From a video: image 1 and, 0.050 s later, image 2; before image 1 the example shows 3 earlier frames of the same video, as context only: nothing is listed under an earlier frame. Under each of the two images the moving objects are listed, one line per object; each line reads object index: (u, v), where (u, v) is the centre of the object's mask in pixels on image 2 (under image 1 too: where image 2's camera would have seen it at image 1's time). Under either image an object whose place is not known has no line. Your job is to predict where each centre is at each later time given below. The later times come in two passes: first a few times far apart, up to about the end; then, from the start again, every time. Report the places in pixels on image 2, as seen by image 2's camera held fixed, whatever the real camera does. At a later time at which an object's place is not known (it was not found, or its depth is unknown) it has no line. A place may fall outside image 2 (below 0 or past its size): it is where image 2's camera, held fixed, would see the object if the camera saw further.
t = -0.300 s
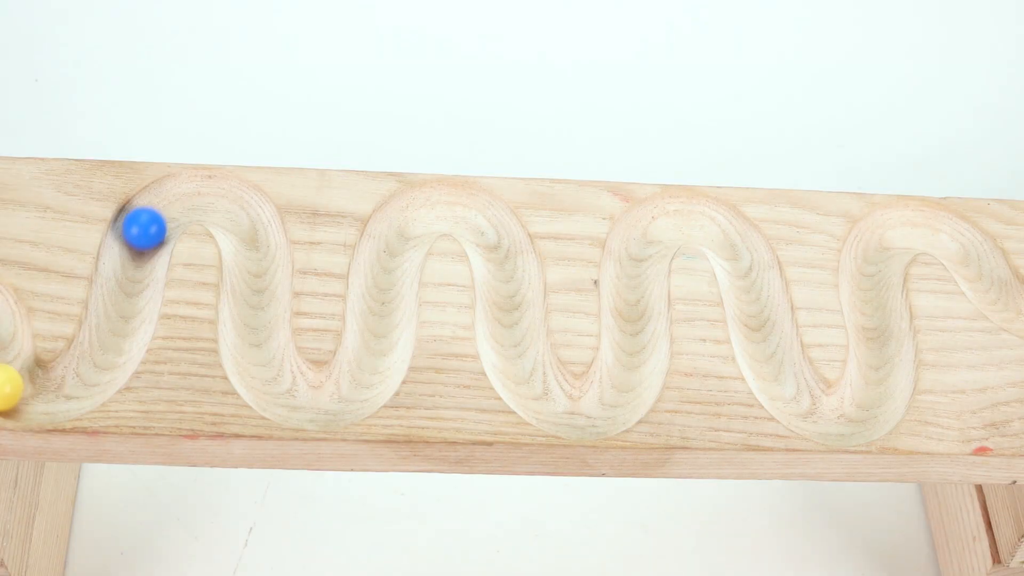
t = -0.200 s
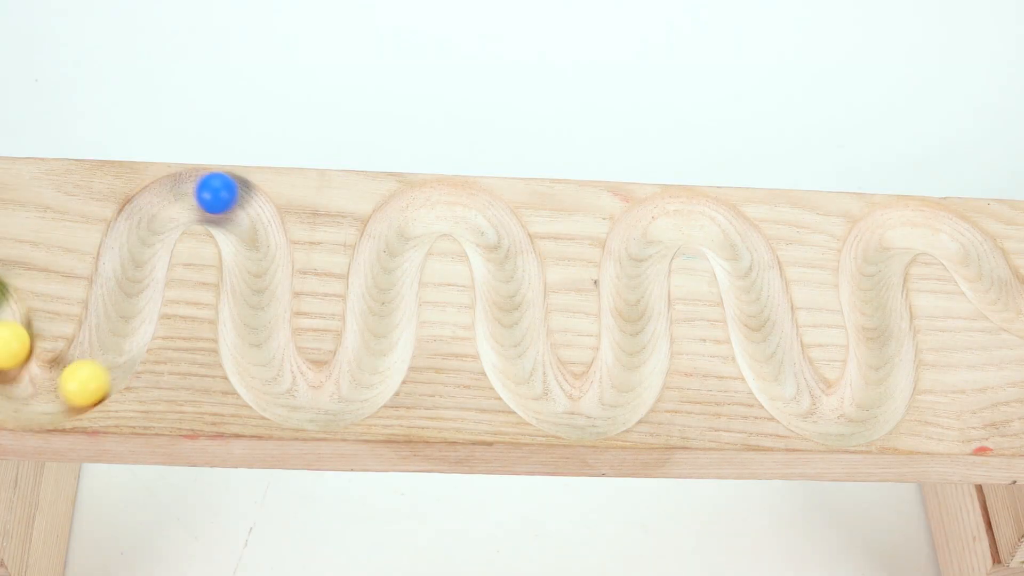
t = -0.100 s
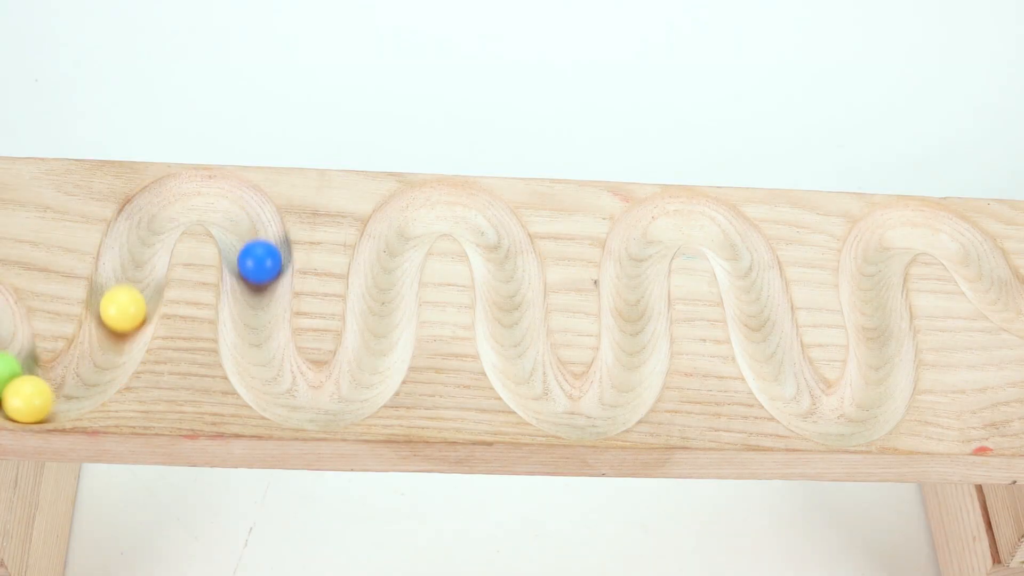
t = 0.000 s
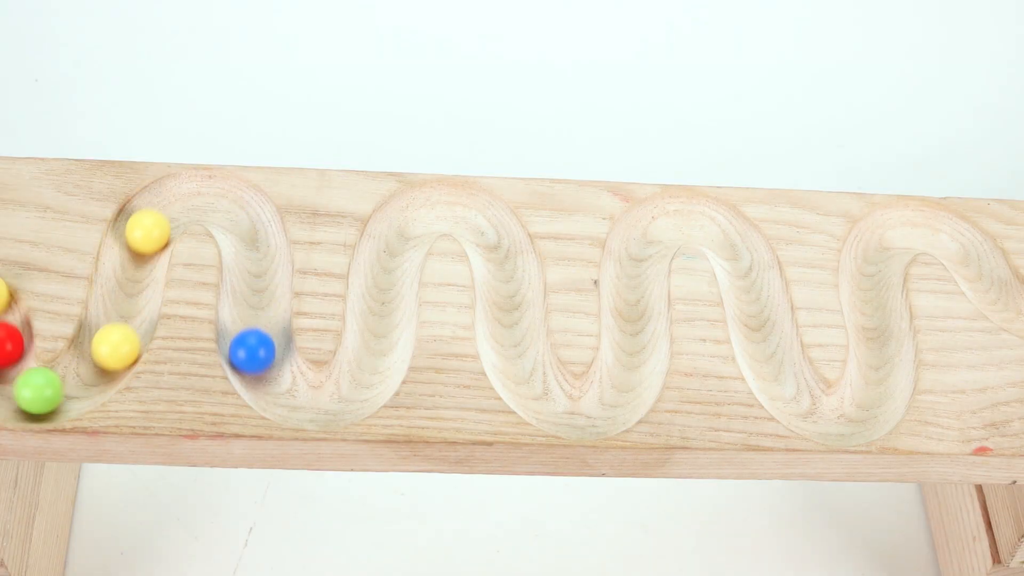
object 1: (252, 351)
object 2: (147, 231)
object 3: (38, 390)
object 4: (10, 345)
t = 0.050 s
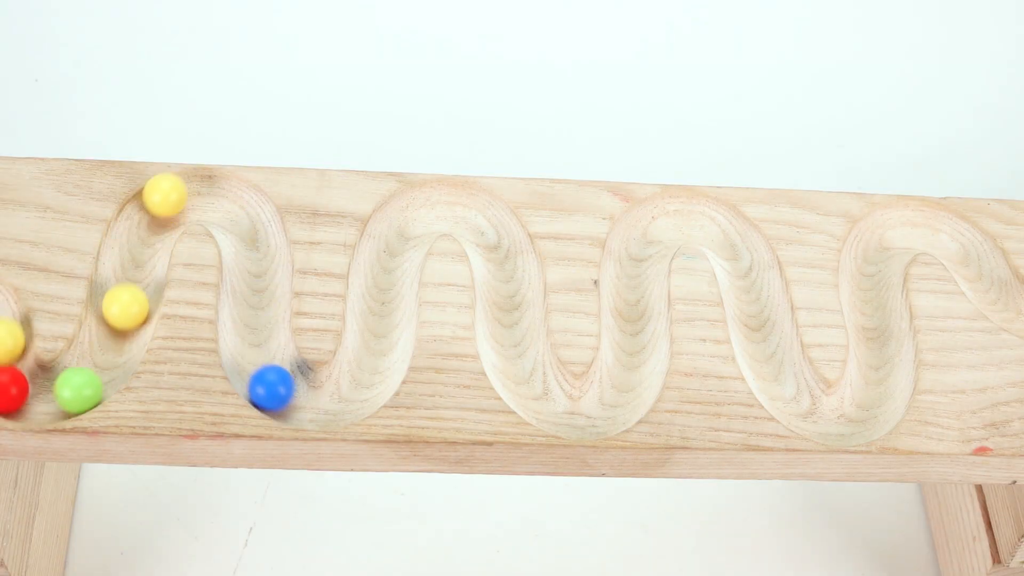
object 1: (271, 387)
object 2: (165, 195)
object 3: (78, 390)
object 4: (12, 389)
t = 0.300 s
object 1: (386, 266)
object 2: (259, 319)
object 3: (135, 227)
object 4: (128, 270)
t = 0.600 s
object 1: (516, 333)
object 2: (381, 312)
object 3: (255, 335)
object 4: (257, 254)
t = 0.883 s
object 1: (638, 318)
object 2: (502, 253)
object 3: (385, 310)
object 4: (360, 391)
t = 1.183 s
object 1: (755, 290)
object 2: (623, 398)
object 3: (502, 269)
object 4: (453, 200)
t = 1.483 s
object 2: (681, 210)
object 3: (630, 385)
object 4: (563, 408)
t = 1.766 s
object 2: (784, 390)
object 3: (682, 213)
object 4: (630, 251)
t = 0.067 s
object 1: (285, 397)
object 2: (175, 190)
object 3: (87, 385)
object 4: (15, 394)
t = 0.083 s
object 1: (301, 403)
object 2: (188, 191)
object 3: (94, 379)
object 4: (22, 397)
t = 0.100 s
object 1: (319, 405)
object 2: (202, 193)
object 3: (100, 372)
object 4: (37, 399)
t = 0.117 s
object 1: (337, 403)
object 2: (218, 196)
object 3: (103, 361)
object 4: (55, 398)
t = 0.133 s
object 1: (352, 398)
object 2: (232, 200)
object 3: (105, 349)
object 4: (72, 390)
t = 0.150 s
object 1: (363, 389)
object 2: (244, 205)
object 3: (109, 336)
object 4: (88, 380)
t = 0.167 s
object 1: (371, 378)
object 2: (252, 213)
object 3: (116, 325)
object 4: (102, 368)
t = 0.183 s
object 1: (377, 365)
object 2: (256, 225)
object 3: (124, 313)
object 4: (114, 355)
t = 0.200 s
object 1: (381, 351)
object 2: (257, 239)
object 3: (131, 301)
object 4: (123, 340)
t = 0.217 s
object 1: (383, 337)
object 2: (256, 252)
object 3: (137, 288)
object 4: (127, 327)
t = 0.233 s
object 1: (383, 322)
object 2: (255, 265)
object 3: (139, 276)
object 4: (128, 315)
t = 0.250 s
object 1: (383, 308)
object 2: (256, 278)
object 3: (139, 265)
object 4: (126, 304)
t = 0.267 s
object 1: (383, 294)
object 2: (258, 292)
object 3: (137, 253)
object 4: (124, 292)
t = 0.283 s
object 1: (384, 280)
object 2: (259, 305)
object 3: (134, 240)
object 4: (125, 280)
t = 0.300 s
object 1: (386, 266)
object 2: (259, 319)
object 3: (135, 227)
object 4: (128, 270)
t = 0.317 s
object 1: (388, 252)
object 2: (258, 333)
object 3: (140, 218)
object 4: (133, 259)
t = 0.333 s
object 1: (392, 240)
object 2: (256, 347)
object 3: (150, 210)
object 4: (139, 248)
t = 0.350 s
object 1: (398, 227)
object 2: (255, 360)
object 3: (164, 204)
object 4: (145, 237)
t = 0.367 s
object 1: (406, 216)
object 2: (258, 371)
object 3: (181, 199)
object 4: (151, 227)
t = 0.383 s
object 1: (417, 207)
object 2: (264, 381)
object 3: (197, 193)
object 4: (155, 219)
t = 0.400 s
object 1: (430, 201)
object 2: (274, 390)
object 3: (214, 189)
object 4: (159, 209)
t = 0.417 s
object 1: (446, 199)
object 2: (288, 398)
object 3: (227, 189)
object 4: (165, 200)
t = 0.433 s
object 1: (463, 200)
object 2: (304, 402)
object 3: (238, 194)
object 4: (174, 194)
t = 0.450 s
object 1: (478, 205)
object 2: (321, 404)
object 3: (247, 206)
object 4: (184, 191)
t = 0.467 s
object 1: (489, 214)
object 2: (338, 402)
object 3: (251, 220)
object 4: (196, 192)
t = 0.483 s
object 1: (496, 227)
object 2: (352, 397)
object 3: (254, 235)
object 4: (209, 193)
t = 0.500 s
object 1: (501, 242)
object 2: (364, 389)
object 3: (255, 249)
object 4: (222, 196)
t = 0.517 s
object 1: (504, 257)
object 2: (372, 378)
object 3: (257, 263)
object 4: (234, 201)
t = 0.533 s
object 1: (506, 272)
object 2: (377, 367)
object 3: (259, 278)
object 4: (244, 208)
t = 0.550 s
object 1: (510, 288)
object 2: (380, 353)
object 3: (261, 291)
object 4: (251, 217)
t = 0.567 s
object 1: (513, 303)
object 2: (381, 340)
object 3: (261, 305)
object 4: (255, 228)
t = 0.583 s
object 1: (516, 318)
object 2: (381, 326)
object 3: (258, 320)
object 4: (257, 241)
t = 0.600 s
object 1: (516, 333)
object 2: (381, 312)
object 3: (255, 335)
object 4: (257, 254)
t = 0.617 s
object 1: (515, 349)
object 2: (382, 298)
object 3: (252, 349)
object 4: (257, 267)
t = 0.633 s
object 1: (514, 364)
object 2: (383, 285)
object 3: (252, 361)
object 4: (258, 280)
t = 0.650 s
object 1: (517, 376)
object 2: (386, 272)
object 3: (257, 372)
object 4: (259, 292)
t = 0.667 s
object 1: (524, 386)
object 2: (389, 259)
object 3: (266, 382)
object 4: (260, 305)
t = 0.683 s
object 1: (535, 396)
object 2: (392, 247)
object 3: (278, 391)
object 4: (259, 317)
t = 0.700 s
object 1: (550, 405)
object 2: (397, 235)
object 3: (294, 398)
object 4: (257, 330)
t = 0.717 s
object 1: (568, 411)
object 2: (402, 224)
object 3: (312, 403)
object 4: (255, 343)
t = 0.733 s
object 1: (587, 415)
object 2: (411, 212)
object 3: (330, 405)
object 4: (253, 356)
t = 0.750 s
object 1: (605, 412)
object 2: (421, 204)
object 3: (345, 401)
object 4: (255, 367)
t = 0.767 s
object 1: (618, 405)
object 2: (433, 200)
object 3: (357, 394)
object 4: (261, 377)
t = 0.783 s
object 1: (627, 397)
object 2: (448, 200)
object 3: (366, 387)
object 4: (270, 385)
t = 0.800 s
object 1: (631, 387)
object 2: (463, 202)
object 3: (371, 377)
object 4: (284, 393)
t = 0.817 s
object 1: (633, 374)
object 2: (478, 207)
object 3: (374, 364)
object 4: (300, 400)
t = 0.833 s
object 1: (634, 360)
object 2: (488, 214)
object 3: (377, 351)
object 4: (317, 404)
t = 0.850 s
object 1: (635, 346)
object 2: (496, 225)
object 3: (380, 337)
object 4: (334, 404)
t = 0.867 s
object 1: (637, 332)
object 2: (500, 239)
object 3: (382, 323)
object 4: (349, 399)
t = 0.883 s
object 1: (638, 318)
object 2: (502, 253)
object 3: (385, 310)
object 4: (360, 391)
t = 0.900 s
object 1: (637, 303)
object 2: (504, 267)
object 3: (387, 297)
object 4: (369, 383)
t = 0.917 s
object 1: (636, 290)
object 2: (508, 281)
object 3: (388, 283)
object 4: (373, 371)
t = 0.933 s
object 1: (634, 276)
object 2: (512, 295)
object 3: (388, 270)
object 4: (377, 358)
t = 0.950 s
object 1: (633, 263)
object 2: (516, 308)
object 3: (388, 257)
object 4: (379, 344)
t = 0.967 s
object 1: (634, 249)
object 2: (516, 321)
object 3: (389, 245)
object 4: (381, 331)
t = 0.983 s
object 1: (637, 238)
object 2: (515, 335)
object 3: (393, 233)
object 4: (383, 317)
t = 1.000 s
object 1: (644, 228)
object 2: (513, 350)
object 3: (399, 222)
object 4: (385, 304)
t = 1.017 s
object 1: (653, 220)
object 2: (512, 363)
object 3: (408, 214)
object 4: (386, 291)
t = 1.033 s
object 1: (665, 215)
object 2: (515, 372)
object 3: (420, 208)
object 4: (387, 278)
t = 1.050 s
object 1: (680, 211)
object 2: (523, 382)
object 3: (434, 203)
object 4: (387, 266)
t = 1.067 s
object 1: (696, 210)
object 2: (533, 393)
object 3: (450, 201)
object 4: (388, 253)
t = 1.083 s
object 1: (710, 213)
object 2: (547, 400)
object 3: (465, 201)
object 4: (391, 241)
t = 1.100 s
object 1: (722, 220)
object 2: (563, 407)
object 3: (479, 205)
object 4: (395, 230)
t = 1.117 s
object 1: (733, 232)
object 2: (580, 413)
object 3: (489, 213)
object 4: (403, 220)
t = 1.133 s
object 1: (741, 246)
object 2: (597, 415)
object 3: (496, 226)
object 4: (413, 212)
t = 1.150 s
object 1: (748, 260)
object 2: (610, 410)
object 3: (499, 240)
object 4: (425, 205)
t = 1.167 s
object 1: (752, 274)
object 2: (619, 404)
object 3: (500, 255)
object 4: (438, 200)
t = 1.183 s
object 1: (755, 290)
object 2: (623, 398)
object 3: (502, 269)
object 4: (453, 200)
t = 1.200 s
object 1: (758, 305)
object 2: (626, 387)
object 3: (506, 283)
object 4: (467, 202)
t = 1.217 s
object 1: (761, 320)
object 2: (629, 374)
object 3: (511, 298)
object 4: (480, 208)
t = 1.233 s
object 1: (764, 336)
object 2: (632, 363)
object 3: (516, 311)
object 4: (490, 217)
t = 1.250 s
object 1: (767, 351)
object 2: (636, 349)
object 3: (518, 325)
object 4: (497, 230)
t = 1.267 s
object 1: (772, 366)
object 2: (638, 337)
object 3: (518, 339)
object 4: (501, 244)
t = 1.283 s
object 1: (778, 381)
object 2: (640, 324)
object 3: (516, 355)
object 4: (504, 259)
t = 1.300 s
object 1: (786, 395)
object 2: (639, 312)
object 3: (514, 368)
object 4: (508, 273)
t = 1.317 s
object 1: (797, 406)
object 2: (637, 300)
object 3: (516, 377)
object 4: (512, 288)
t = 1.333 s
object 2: (634, 288)
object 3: (523, 385)
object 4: (515, 302)
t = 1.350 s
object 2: (632, 276)
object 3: (533, 395)
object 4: (516, 316)
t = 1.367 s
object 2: (630, 264)
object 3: (548, 401)
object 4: (515, 330)
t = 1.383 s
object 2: (631, 254)
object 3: (566, 406)
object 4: (513, 346)
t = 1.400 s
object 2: (635, 245)
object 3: (584, 412)
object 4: (512, 361)
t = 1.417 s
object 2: (640, 237)
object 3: (602, 413)
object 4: (514, 372)
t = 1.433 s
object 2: (648, 229)
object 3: (616, 408)
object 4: (521, 382)
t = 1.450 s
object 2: (658, 222)
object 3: (625, 400)
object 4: (531, 392)
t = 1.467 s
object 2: (669, 215)
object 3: (630, 395)
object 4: (547, 401)
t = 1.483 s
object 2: (681, 210)
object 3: (630, 385)
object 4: (563, 408)
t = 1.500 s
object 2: (694, 208)
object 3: (629, 373)
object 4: (582, 414)
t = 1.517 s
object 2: (706, 210)
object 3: (630, 361)
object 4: (600, 414)
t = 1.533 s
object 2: (716, 217)
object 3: (632, 348)
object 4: (614, 408)
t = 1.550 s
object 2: (724, 227)
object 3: (635, 336)
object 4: (622, 401)
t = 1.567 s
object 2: (731, 240)
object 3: (639, 323)
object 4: (628, 395)
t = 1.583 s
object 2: (738, 253)
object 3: (641, 311)
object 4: (629, 386)
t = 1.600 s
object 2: (745, 265)
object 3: (640, 299)
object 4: (629, 372)
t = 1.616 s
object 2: (752, 278)
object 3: (638, 287)
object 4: (630, 359)
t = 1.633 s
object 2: (759, 289)
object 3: (633, 276)
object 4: (632, 347)
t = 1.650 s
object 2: (764, 302)
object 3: (629, 264)
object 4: (636, 335)
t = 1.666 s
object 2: (765, 315)
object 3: (629, 254)
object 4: (640, 322)
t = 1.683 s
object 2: (765, 329)
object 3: (633, 245)
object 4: (642, 310)
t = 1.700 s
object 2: (763, 342)
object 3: (639, 238)
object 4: (641, 298)
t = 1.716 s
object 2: (764, 354)
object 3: (648, 232)
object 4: (638, 286)
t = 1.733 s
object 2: (767, 365)
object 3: (658, 226)
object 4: (634, 274)
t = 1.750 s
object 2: (774, 378)
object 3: (669, 219)
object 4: (630, 262)
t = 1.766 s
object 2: (784, 390)
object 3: (682, 213)
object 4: (630, 251)
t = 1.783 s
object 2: (797, 400)
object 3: (695, 209)
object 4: (633, 243)
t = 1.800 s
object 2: (811, 411)
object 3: (706, 210)
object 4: (640, 237)
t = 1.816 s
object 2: (826, 419)
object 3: (715, 216)
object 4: (649, 230)
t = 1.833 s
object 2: (841, 423)
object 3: (724, 227)
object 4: (661, 224)
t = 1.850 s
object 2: (855, 421)
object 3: (730, 239)
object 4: (673, 218)
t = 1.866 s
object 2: (866, 417)
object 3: (737, 252)
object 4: (685, 213)
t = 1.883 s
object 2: (872, 412)
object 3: (744, 264)
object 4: (699, 209)
